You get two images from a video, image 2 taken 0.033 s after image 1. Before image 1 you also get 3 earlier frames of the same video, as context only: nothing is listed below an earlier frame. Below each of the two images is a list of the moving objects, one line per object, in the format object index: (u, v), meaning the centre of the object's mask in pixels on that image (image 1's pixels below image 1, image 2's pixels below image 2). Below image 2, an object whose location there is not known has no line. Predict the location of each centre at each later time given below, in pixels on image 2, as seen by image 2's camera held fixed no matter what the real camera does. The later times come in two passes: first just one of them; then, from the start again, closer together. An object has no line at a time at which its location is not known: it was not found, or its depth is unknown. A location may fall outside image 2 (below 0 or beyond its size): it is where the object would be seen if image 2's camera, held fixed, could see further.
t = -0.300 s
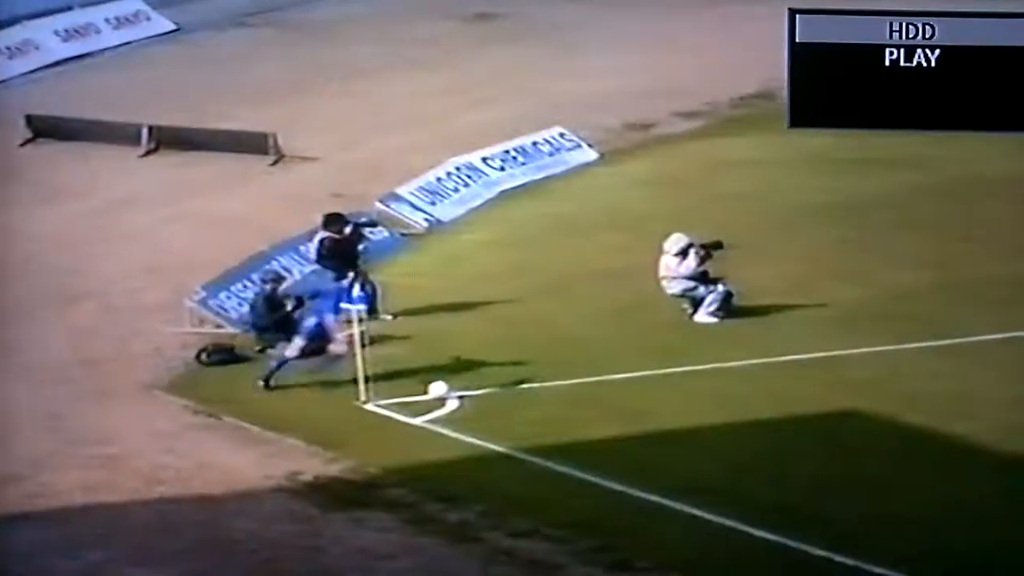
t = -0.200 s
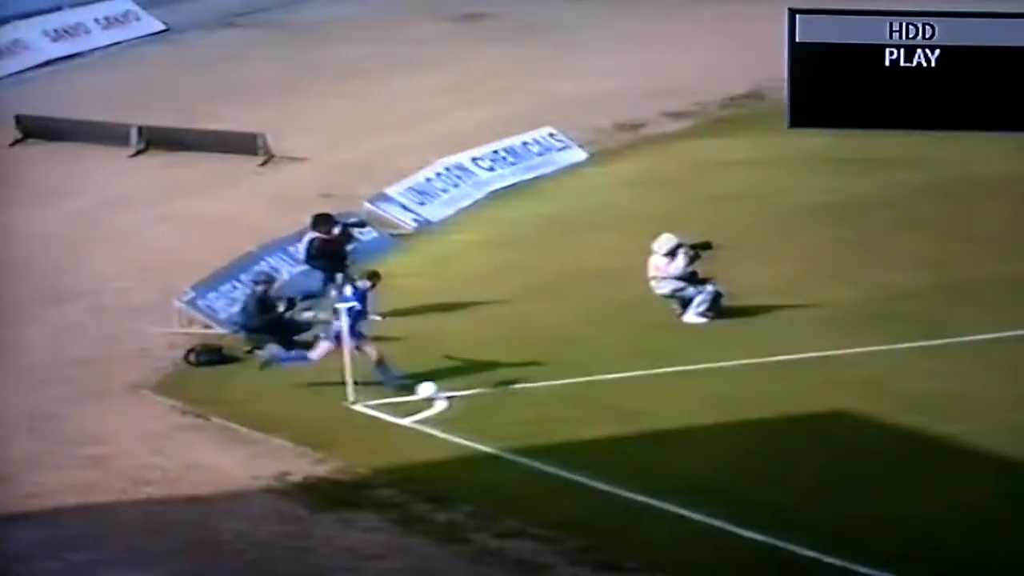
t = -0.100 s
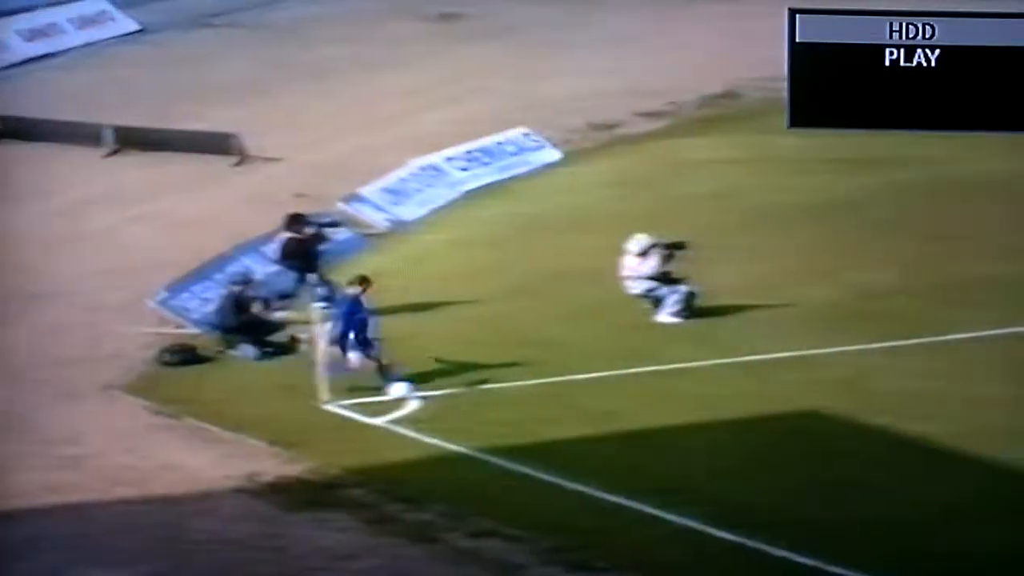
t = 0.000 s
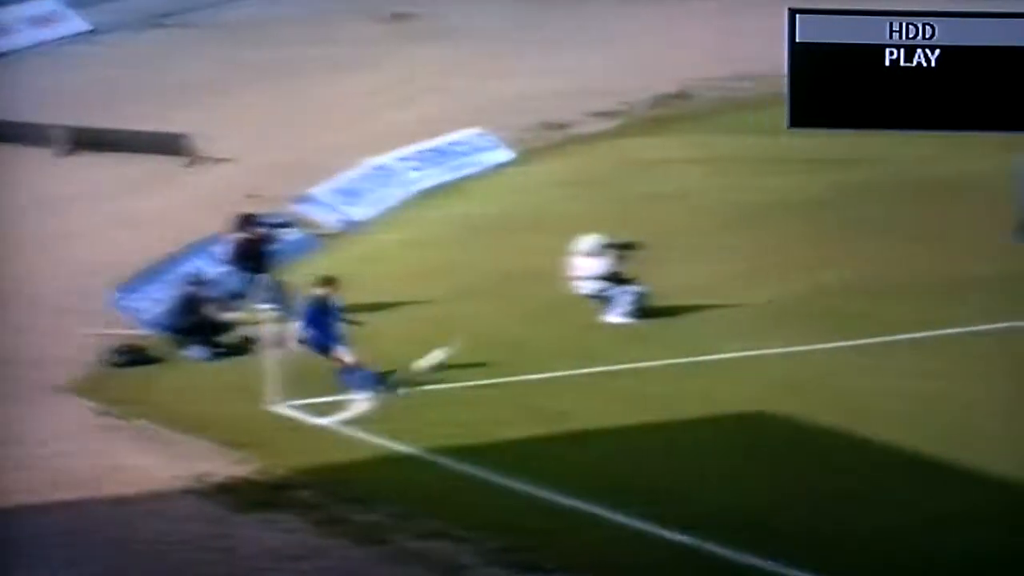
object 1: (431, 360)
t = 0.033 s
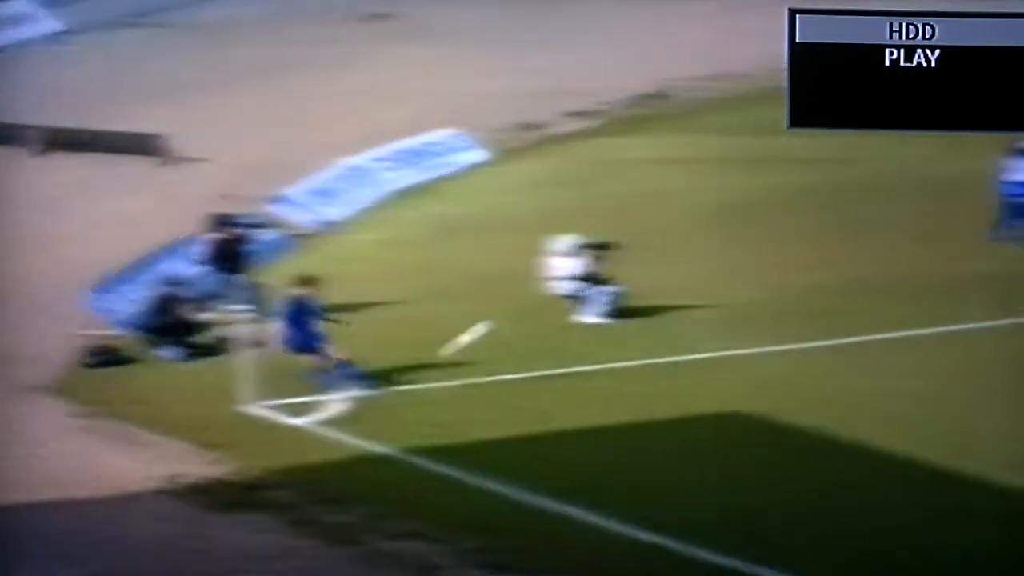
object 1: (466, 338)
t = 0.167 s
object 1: (699, 249)
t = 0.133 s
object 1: (642, 272)
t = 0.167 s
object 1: (699, 249)
